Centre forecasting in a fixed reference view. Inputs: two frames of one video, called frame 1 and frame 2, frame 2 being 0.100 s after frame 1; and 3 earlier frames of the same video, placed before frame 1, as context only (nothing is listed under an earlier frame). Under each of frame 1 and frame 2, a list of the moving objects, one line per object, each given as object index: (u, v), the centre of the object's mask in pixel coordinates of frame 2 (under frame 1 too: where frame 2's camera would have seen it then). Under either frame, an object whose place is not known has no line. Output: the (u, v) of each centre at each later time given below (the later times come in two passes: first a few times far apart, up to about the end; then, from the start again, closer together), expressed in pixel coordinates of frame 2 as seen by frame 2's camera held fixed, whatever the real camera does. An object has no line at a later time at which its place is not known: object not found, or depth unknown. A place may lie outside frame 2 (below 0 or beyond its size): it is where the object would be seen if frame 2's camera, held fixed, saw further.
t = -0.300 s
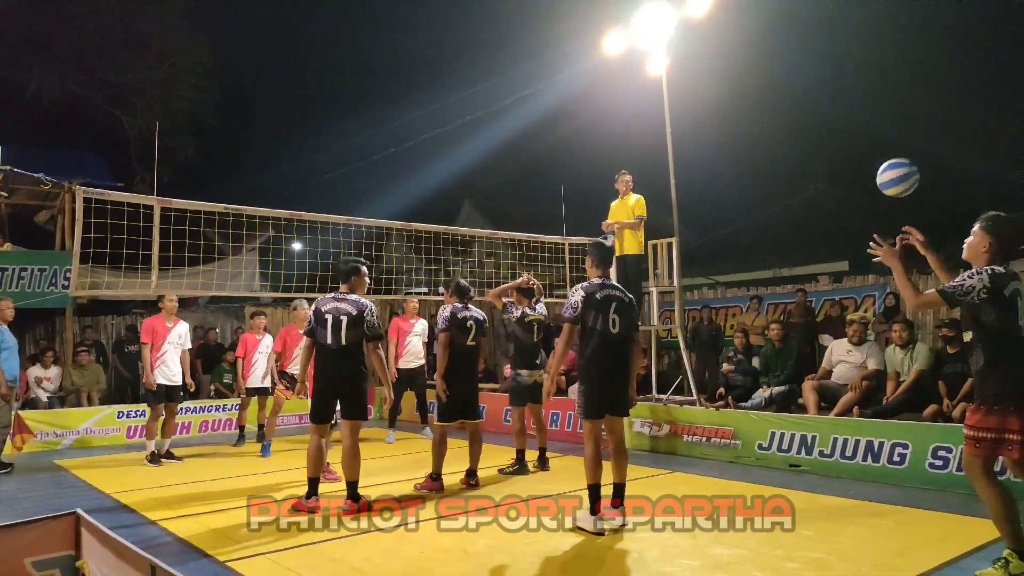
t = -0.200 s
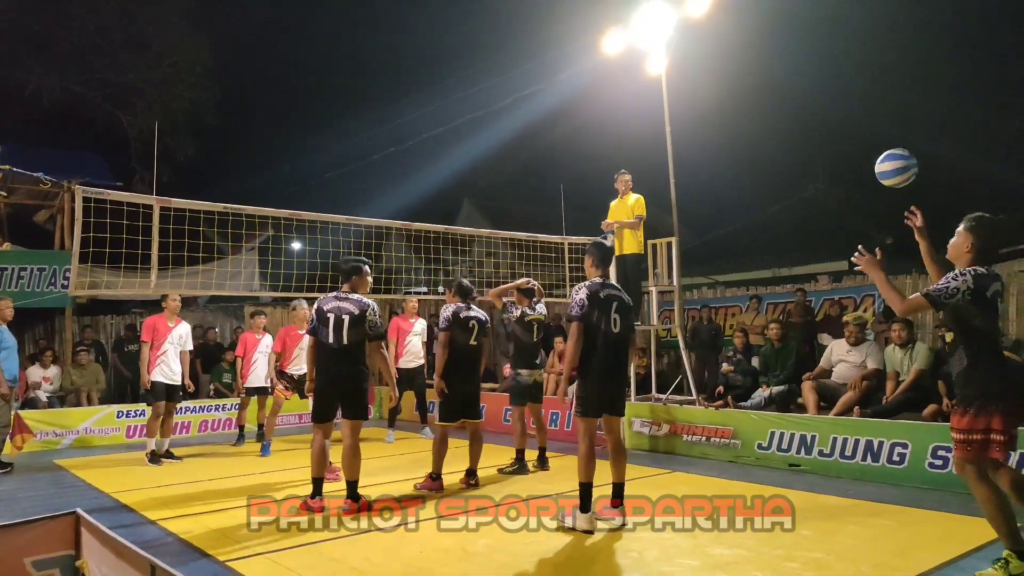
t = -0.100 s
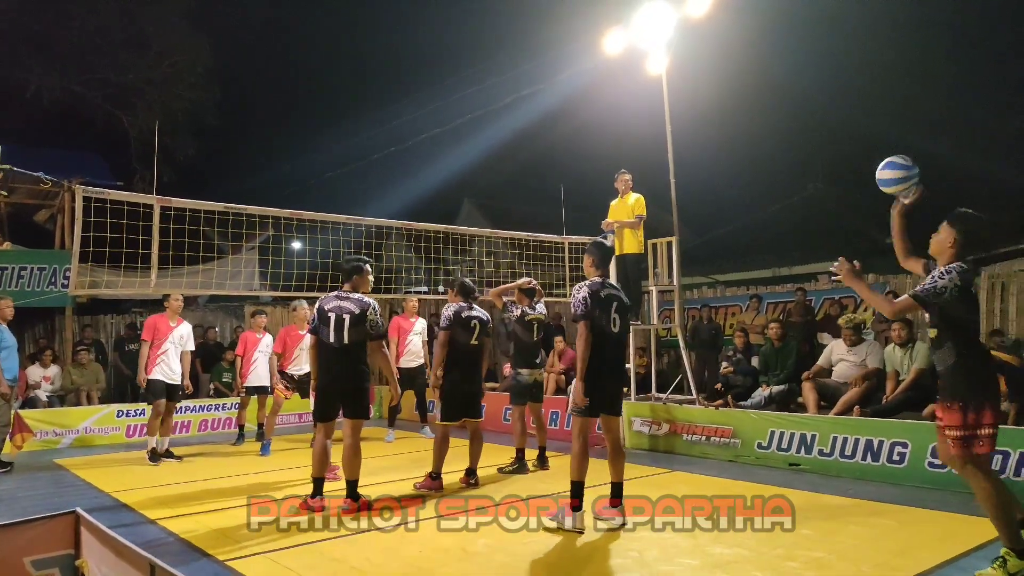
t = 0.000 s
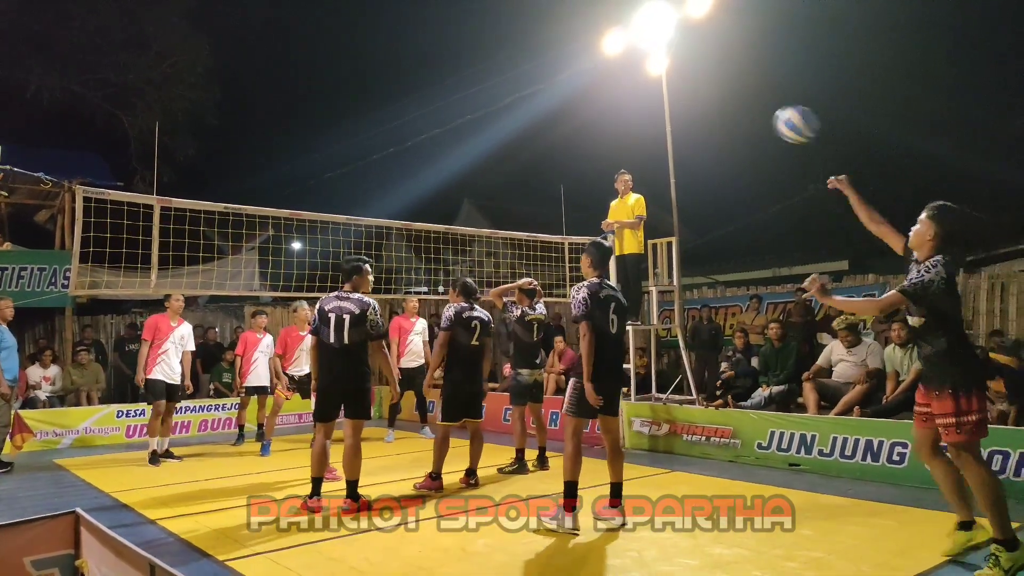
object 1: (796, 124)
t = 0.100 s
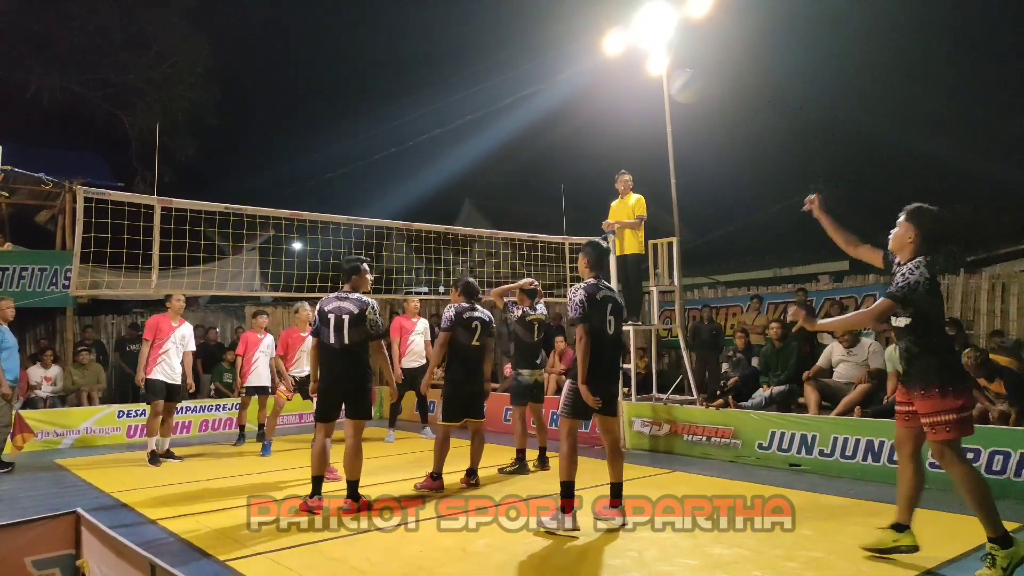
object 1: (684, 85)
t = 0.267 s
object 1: (550, 60)
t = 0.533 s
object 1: (402, 95)
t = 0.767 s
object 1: (314, 171)
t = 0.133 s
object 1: (654, 78)
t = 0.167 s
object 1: (624, 69)
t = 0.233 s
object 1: (575, 62)
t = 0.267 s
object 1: (550, 60)
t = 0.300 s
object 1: (529, 59)
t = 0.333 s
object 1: (508, 61)
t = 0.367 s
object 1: (488, 63)
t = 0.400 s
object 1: (469, 68)
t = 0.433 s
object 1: (452, 73)
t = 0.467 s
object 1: (434, 79)
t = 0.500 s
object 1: (418, 87)
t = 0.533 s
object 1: (402, 95)
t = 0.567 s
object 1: (387, 103)
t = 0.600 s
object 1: (373, 112)
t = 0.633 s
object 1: (360, 122)
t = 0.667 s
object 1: (348, 133)
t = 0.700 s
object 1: (336, 145)
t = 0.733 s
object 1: (325, 158)
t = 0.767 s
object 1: (314, 171)
